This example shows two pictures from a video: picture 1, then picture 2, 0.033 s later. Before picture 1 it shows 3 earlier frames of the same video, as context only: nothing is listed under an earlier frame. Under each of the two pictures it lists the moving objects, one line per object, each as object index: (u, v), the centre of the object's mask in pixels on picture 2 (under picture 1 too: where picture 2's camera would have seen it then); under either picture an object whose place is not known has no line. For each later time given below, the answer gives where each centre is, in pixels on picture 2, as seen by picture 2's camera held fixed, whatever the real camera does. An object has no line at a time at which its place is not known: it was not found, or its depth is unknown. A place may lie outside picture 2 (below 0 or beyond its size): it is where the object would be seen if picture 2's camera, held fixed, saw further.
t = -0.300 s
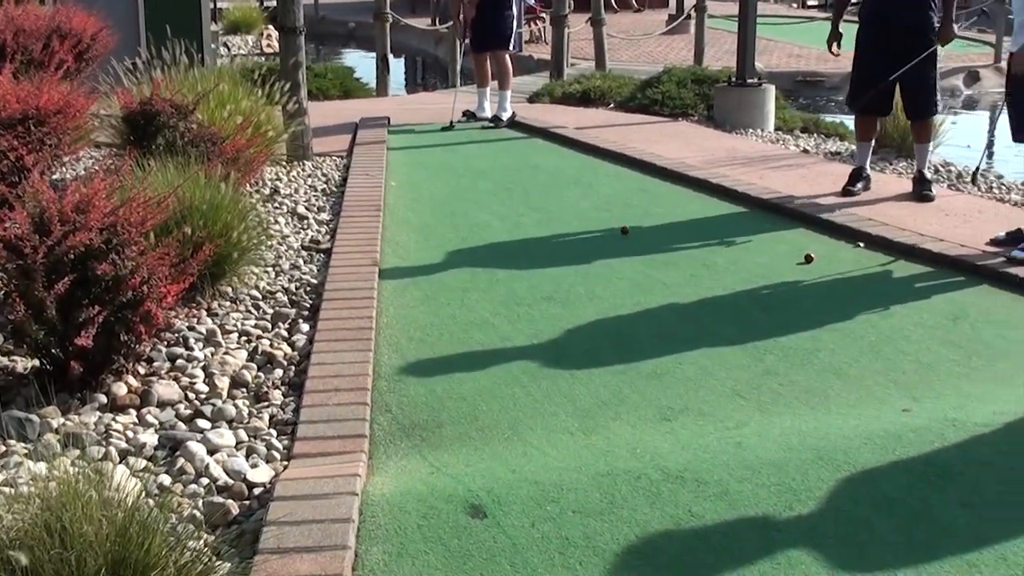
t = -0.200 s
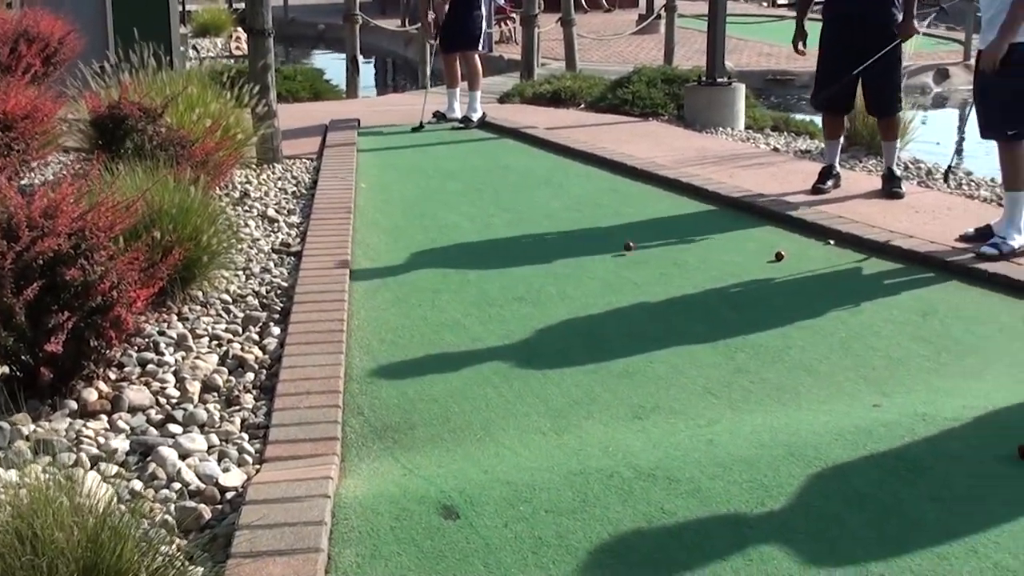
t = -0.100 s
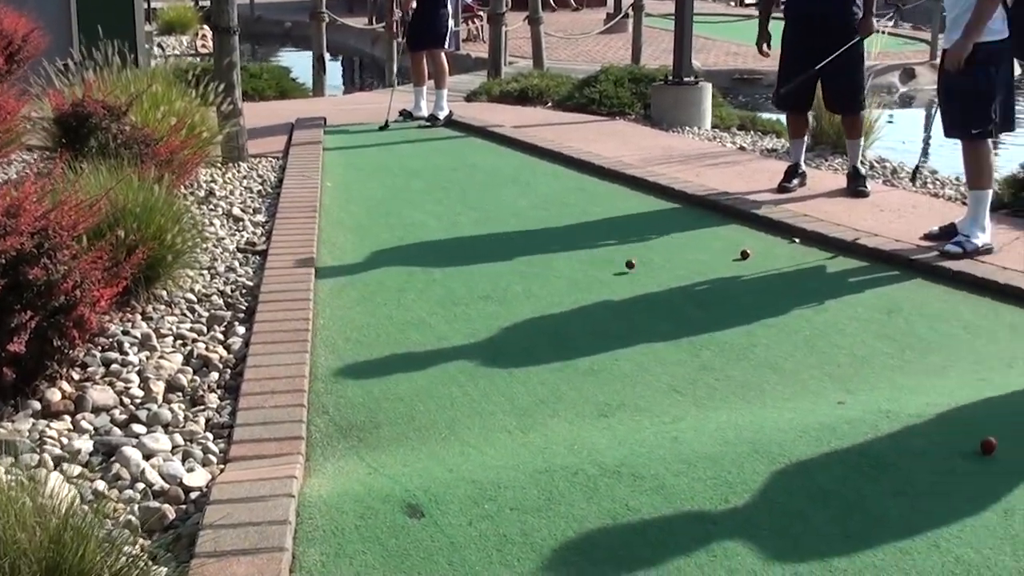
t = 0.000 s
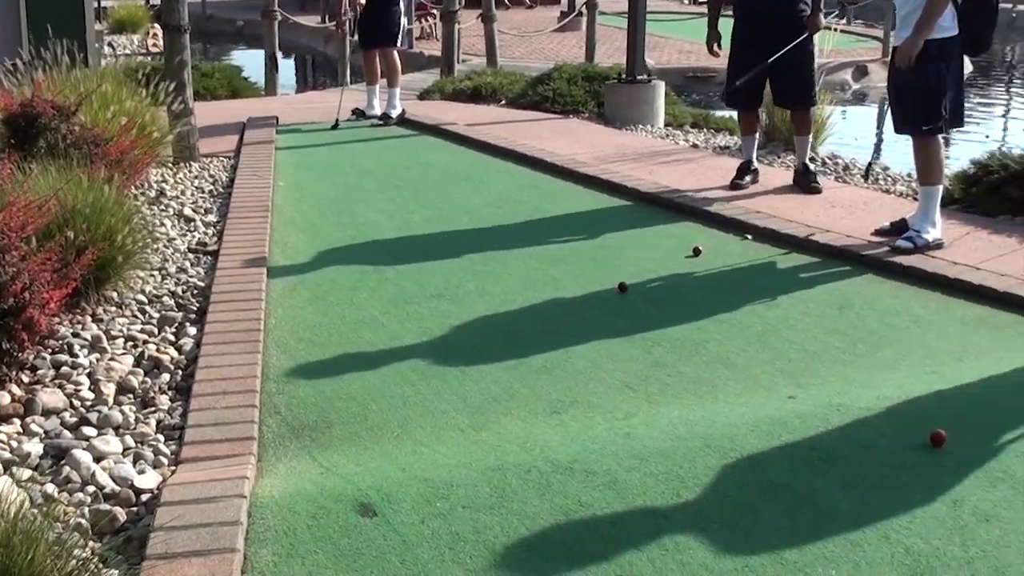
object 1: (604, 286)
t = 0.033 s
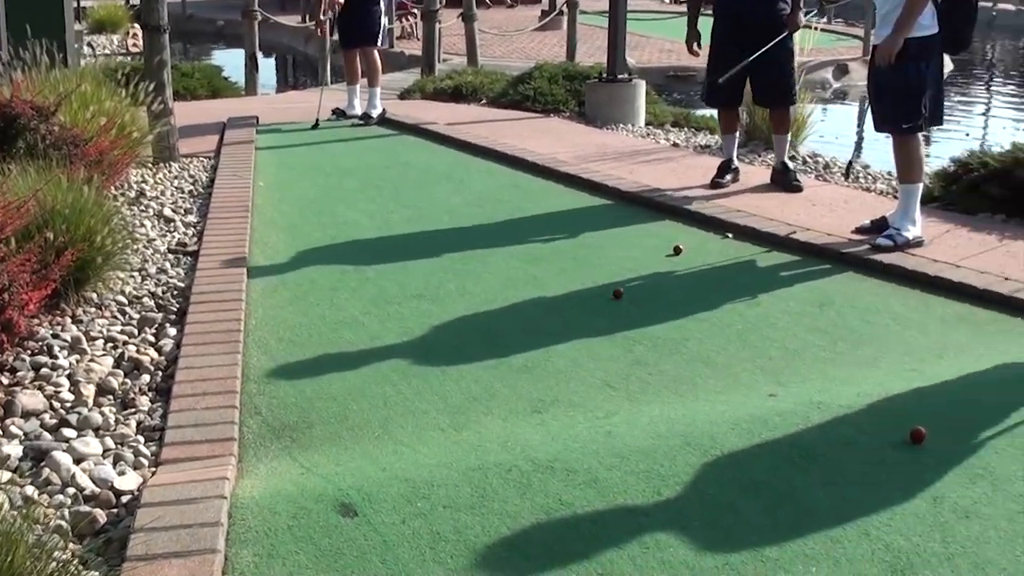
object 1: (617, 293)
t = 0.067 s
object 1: (630, 302)
